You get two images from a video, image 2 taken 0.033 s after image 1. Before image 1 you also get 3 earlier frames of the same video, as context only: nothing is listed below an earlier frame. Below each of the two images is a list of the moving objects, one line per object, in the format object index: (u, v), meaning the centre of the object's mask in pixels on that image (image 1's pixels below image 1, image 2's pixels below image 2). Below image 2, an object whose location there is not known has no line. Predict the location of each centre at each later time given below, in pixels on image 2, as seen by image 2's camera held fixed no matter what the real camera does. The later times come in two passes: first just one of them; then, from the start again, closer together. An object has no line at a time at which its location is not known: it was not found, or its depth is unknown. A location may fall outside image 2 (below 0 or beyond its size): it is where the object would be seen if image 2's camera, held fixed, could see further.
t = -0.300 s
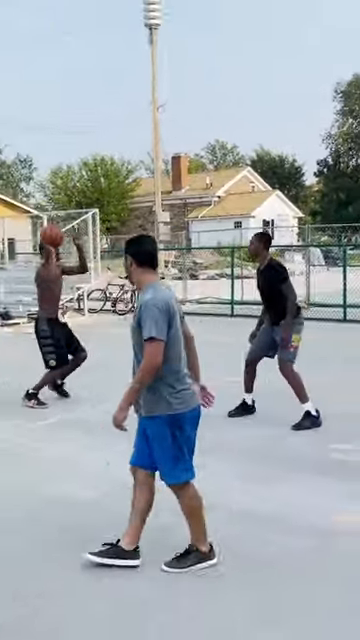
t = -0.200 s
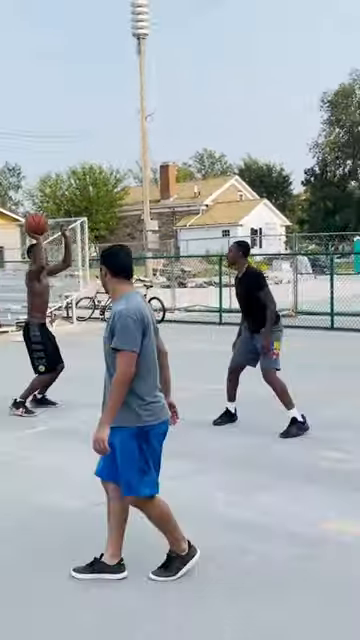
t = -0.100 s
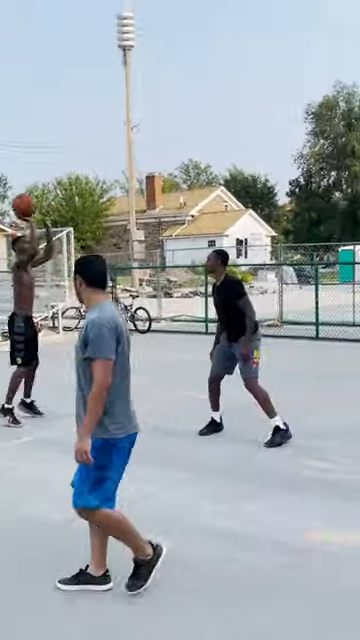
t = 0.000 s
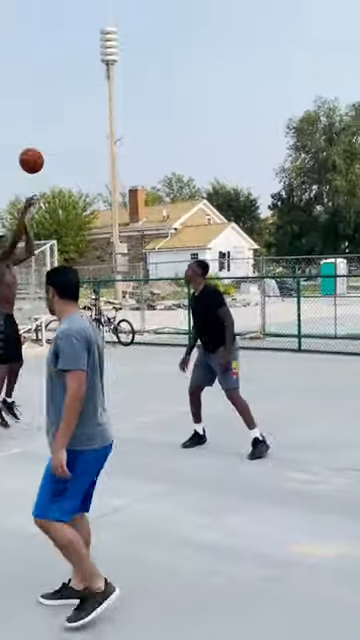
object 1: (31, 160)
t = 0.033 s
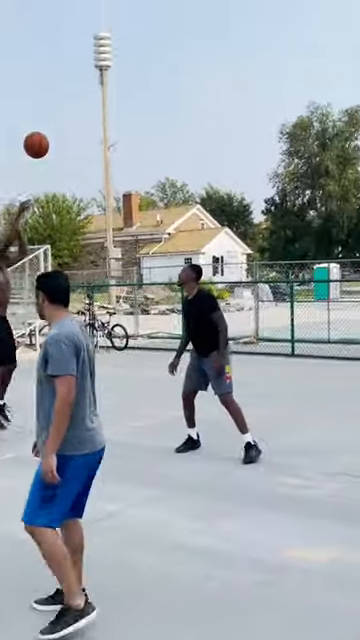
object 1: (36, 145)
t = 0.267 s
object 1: (122, 23)
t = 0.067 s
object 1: (48, 125)
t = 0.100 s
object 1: (59, 106)
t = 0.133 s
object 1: (71, 88)
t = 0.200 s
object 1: (96, 55)
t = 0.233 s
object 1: (109, 40)
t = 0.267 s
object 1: (122, 23)
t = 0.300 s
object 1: (136, 8)
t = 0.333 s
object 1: (150, -5)
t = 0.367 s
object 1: (165, -17)
